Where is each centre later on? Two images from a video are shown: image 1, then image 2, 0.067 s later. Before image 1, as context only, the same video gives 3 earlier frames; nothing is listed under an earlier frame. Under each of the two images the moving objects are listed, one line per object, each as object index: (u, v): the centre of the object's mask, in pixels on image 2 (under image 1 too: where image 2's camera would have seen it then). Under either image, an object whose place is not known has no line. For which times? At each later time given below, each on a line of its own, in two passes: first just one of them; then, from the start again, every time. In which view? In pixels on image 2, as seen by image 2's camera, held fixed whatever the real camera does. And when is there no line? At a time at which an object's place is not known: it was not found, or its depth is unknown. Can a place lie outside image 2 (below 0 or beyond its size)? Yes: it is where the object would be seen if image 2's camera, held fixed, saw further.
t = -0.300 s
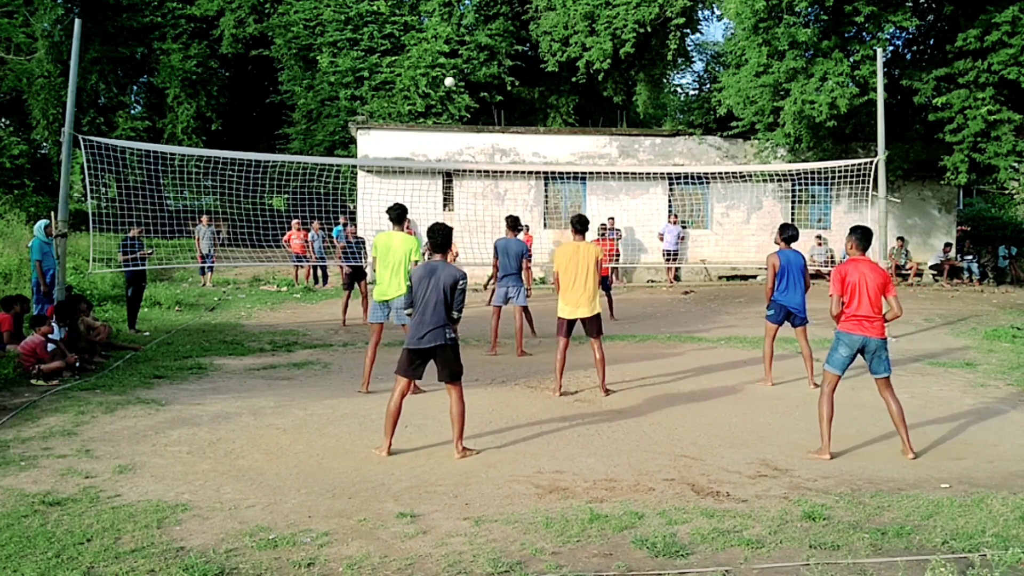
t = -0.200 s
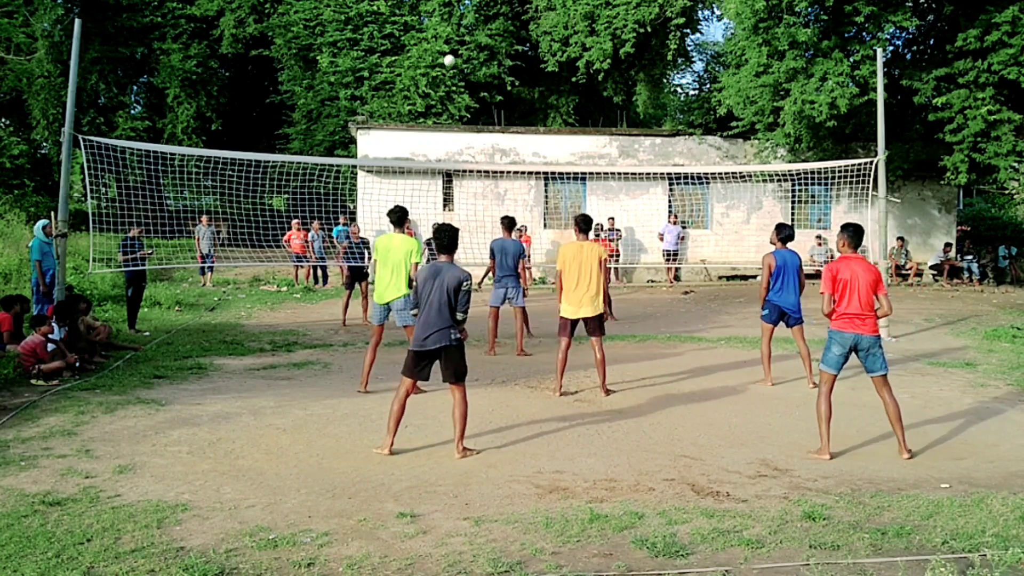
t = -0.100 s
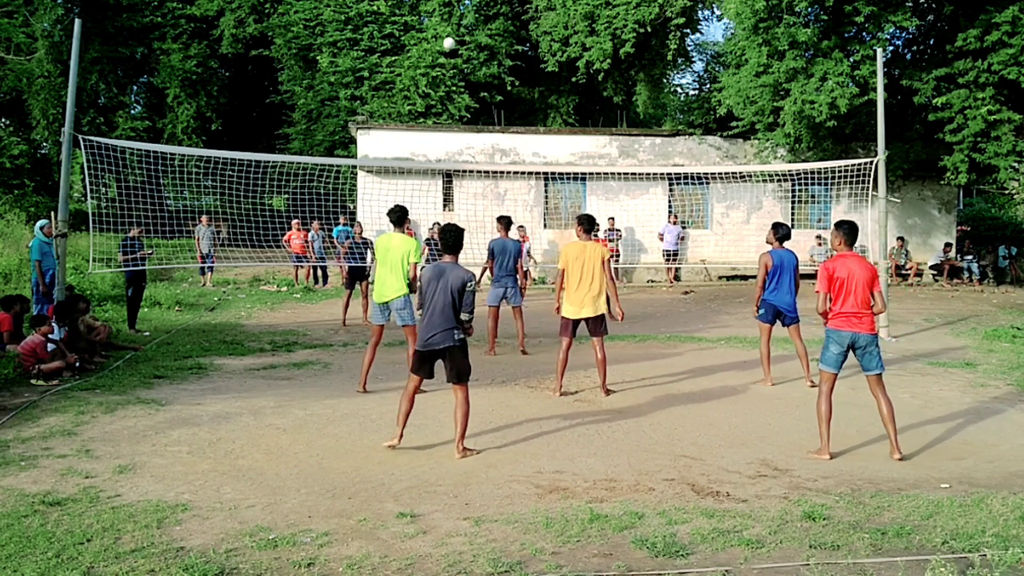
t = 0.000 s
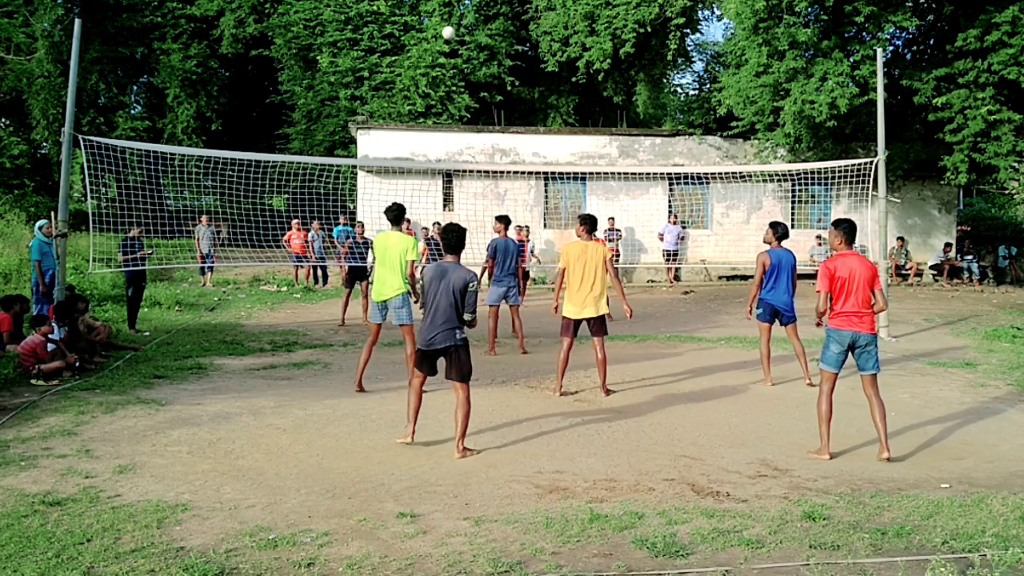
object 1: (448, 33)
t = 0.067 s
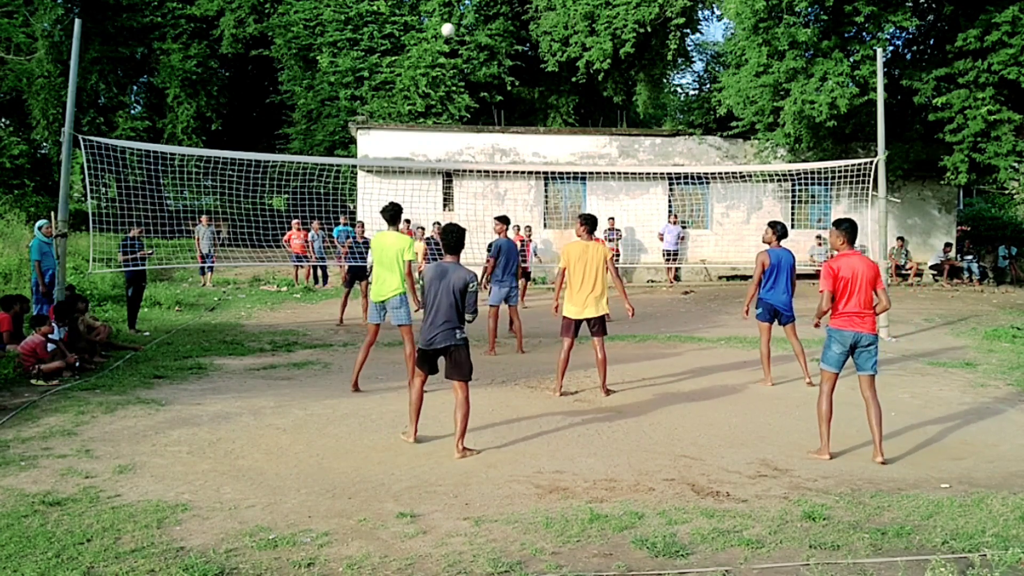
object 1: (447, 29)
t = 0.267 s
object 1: (445, 44)
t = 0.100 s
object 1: (447, 29)
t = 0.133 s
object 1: (447, 30)
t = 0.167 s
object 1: (446, 32)
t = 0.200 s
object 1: (446, 34)
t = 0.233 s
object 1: (446, 38)
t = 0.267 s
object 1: (445, 44)
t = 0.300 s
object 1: (445, 50)
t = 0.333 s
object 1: (444, 58)
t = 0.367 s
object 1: (443, 68)
